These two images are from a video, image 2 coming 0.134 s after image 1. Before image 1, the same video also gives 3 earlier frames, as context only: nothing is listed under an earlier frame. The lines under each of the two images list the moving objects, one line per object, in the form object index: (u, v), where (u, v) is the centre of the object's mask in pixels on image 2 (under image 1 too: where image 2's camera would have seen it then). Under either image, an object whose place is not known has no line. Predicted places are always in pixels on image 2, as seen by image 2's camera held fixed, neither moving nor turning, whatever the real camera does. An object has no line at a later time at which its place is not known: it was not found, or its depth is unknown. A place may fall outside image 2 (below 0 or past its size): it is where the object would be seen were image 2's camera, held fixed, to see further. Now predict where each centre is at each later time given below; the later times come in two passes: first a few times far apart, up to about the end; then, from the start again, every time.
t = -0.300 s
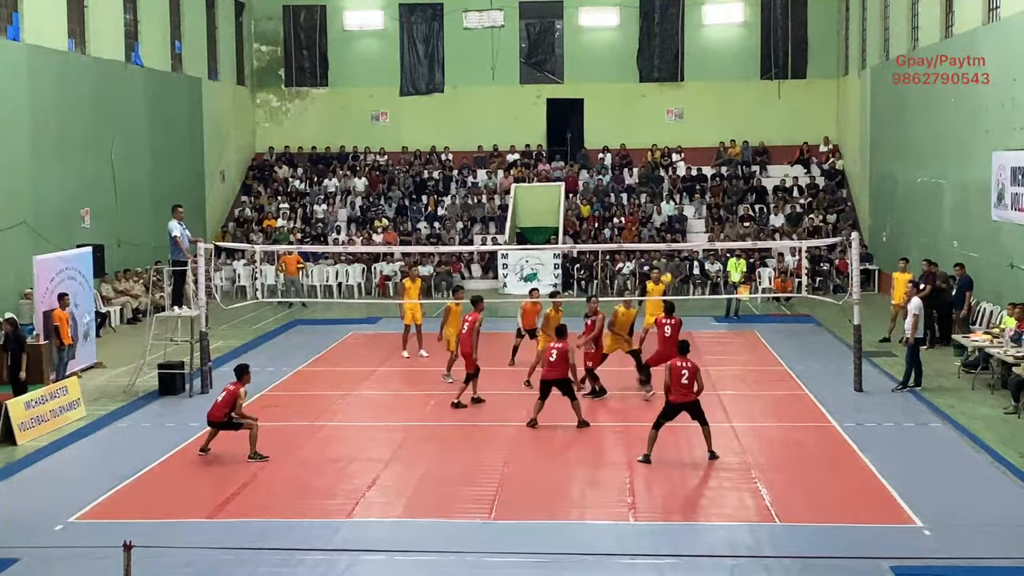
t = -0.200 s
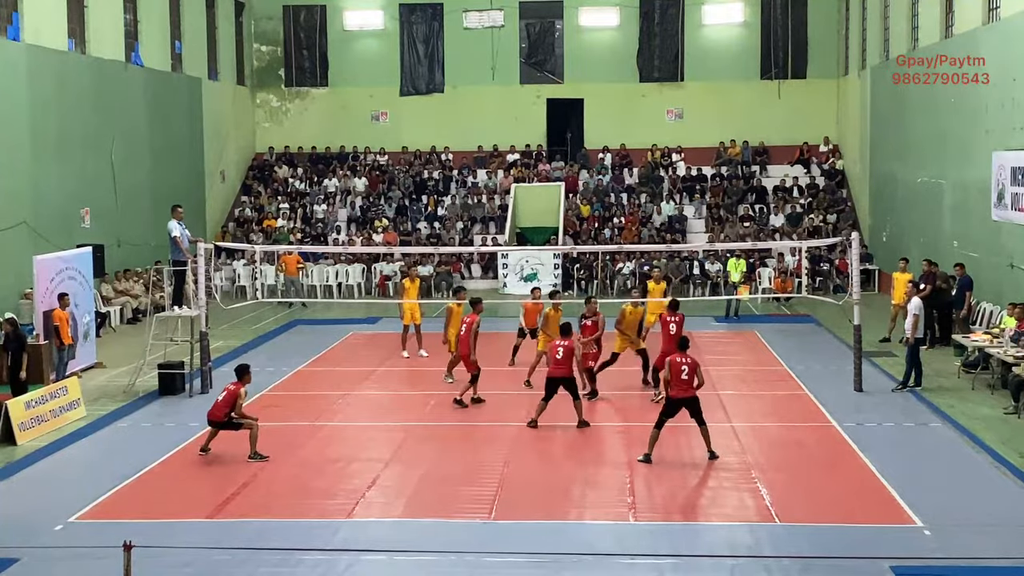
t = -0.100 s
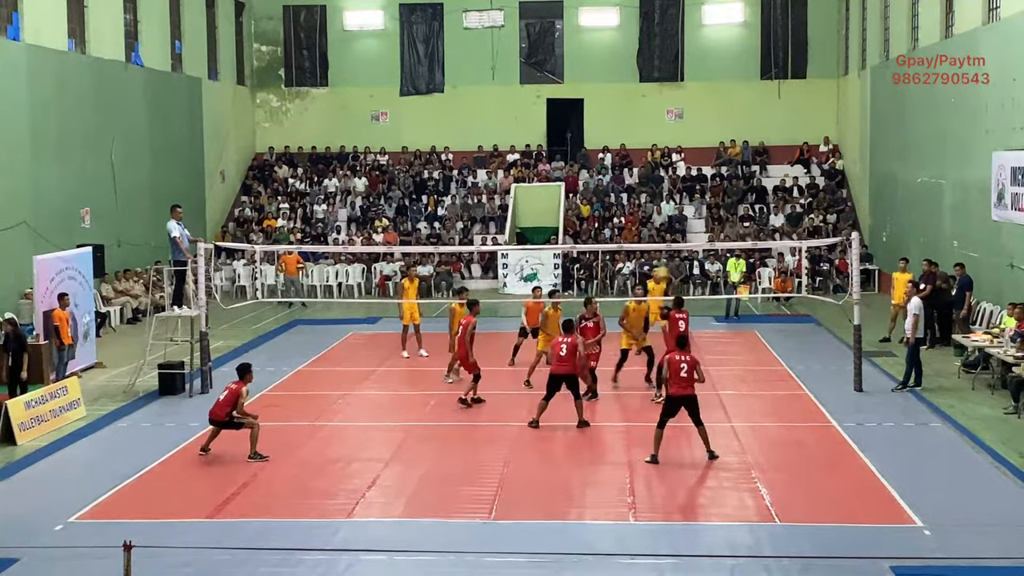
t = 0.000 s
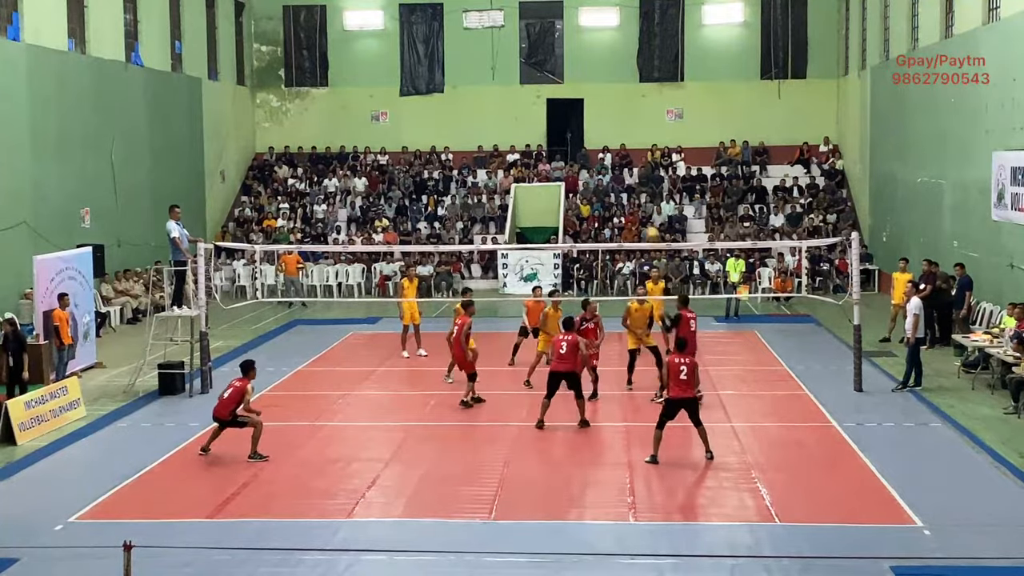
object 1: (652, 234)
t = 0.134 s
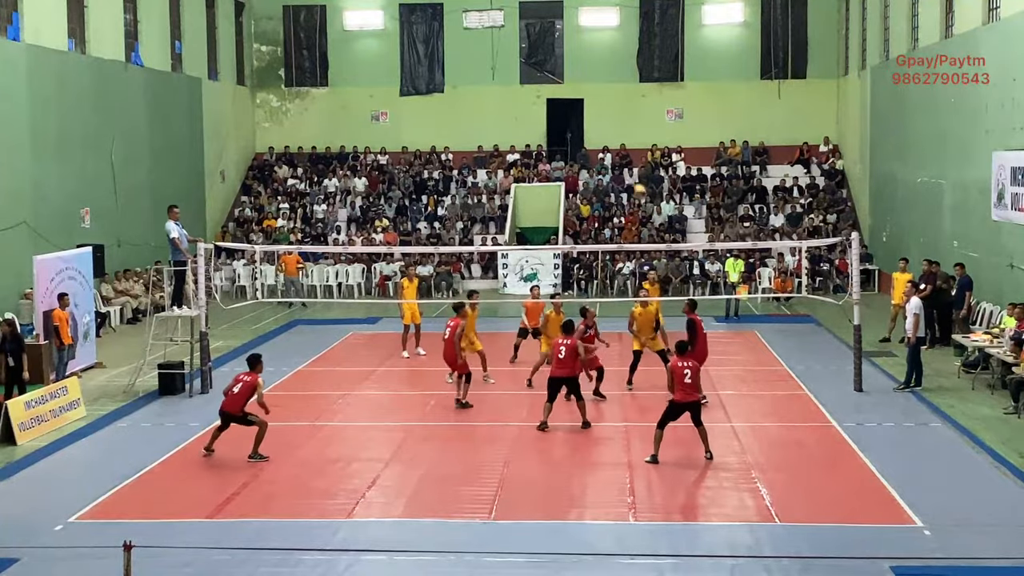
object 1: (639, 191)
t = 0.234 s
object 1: (631, 164)
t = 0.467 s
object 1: (610, 131)
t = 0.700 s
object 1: (589, 131)
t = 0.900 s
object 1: (571, 156)
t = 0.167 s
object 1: (636, 180)
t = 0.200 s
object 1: (633, 171)
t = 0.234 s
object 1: (631, 164)
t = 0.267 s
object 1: (627, 156)
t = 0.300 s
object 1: (625, 150)
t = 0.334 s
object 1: (622, 144)
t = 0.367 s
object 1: (619, 142)
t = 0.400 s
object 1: (615, 138)
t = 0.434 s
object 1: (613, 134)
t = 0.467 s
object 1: (610, 131)
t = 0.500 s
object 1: (607, 129)
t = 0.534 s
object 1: (603, 127)
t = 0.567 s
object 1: (600, 126)
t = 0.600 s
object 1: (597, 127)
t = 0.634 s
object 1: (594, 127)
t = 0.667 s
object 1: (592, 129)
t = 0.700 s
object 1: (589, 131)
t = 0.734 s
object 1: (586, 133)
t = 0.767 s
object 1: (583, 136)
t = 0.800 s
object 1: (580, 140)
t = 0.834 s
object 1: (577, 145)
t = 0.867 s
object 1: (574, 150)
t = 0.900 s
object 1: (571, 156)
